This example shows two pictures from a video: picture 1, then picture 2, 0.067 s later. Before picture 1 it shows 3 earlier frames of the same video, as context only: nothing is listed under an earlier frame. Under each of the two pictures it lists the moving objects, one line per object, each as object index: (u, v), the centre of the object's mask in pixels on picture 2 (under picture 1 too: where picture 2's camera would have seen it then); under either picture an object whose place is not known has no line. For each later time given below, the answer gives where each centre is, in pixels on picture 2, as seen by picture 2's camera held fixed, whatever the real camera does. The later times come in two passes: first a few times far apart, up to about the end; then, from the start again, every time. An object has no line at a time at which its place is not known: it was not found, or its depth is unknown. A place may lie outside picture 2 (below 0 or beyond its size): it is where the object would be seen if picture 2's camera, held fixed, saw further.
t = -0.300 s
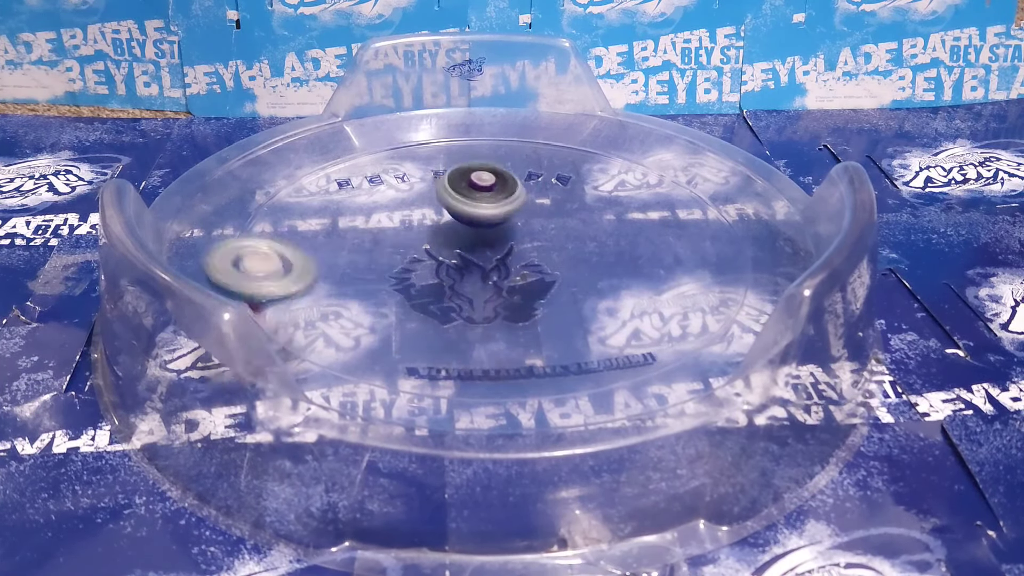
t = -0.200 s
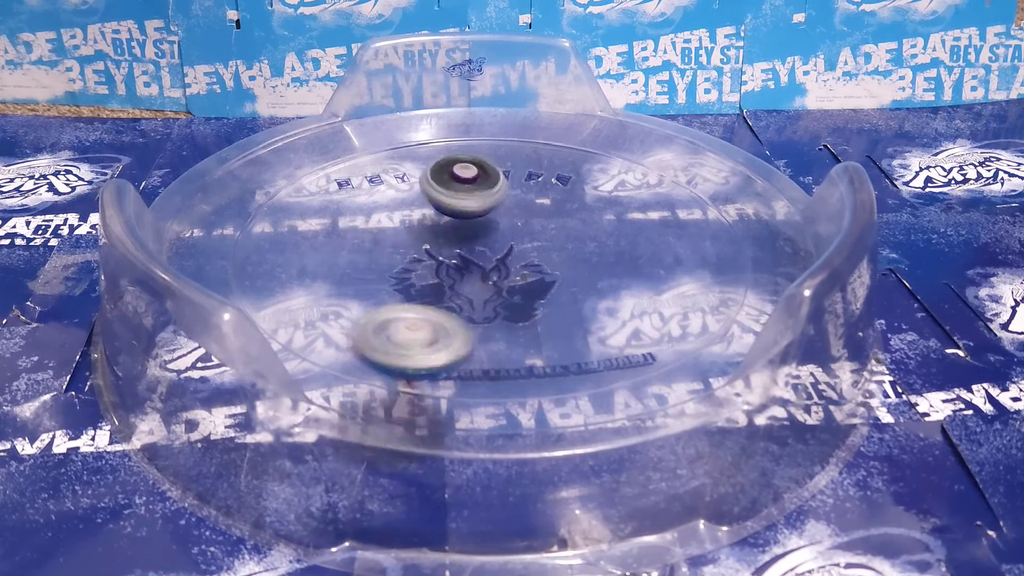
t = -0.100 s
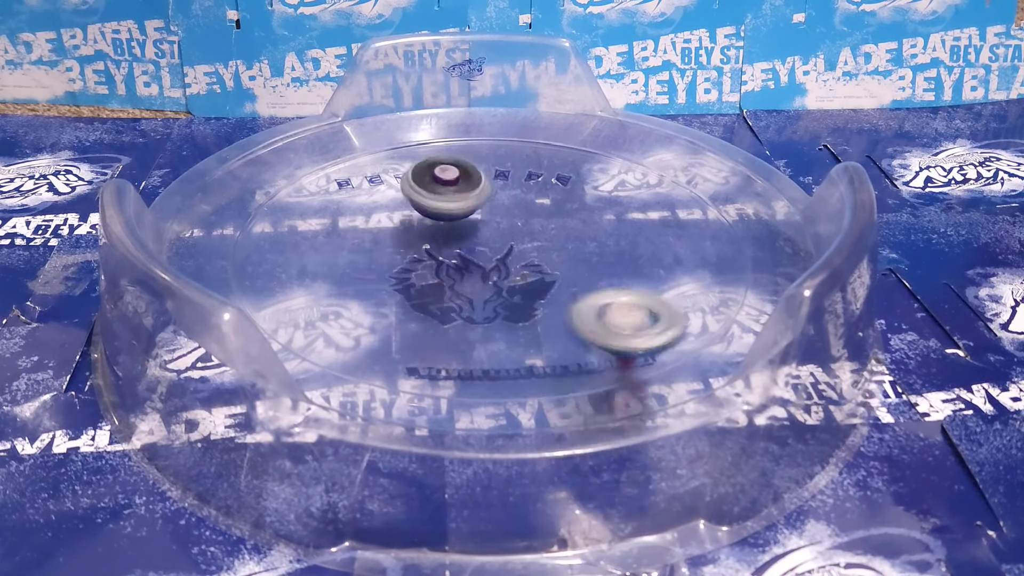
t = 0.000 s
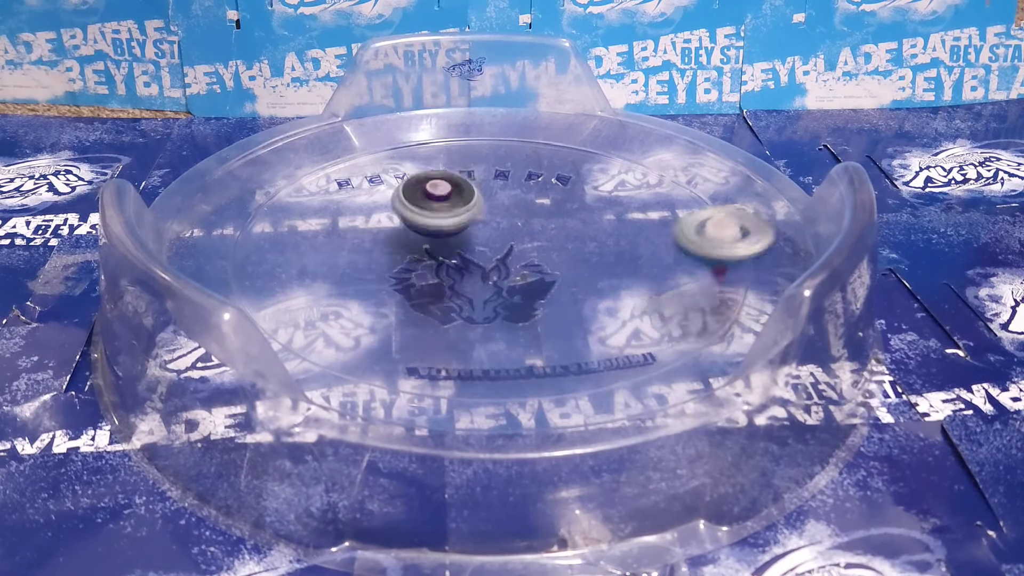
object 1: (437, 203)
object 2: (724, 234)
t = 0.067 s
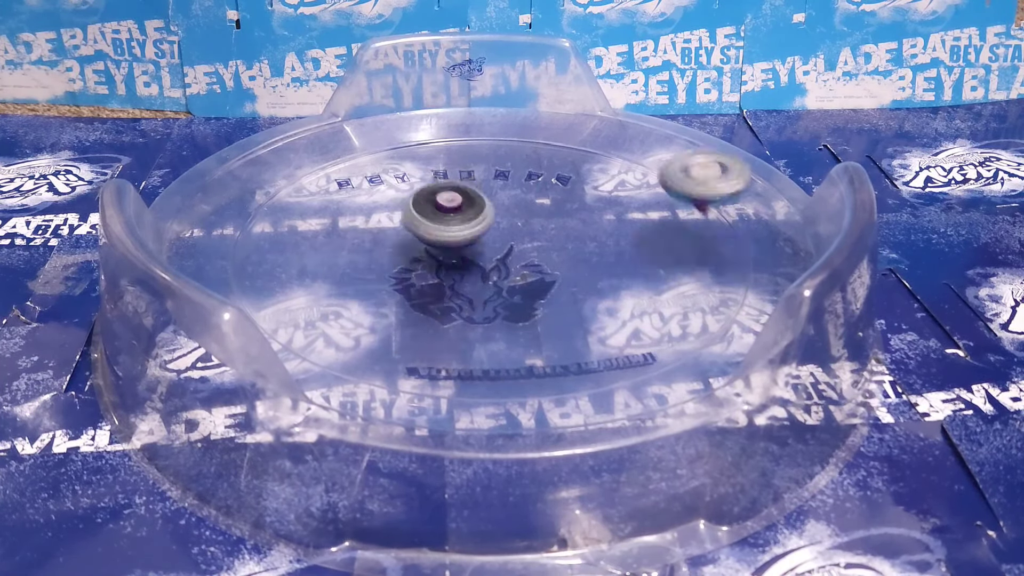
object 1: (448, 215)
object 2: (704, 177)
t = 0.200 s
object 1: (495, 228)
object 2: (536, 117)
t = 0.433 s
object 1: (565, 222)
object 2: (271, 201)
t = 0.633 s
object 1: (568, 202)
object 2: (504, 331)
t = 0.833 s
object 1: (523, 218)
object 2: (734, 204)
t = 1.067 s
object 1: (530, 255)
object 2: (468, 125)
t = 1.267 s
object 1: (580, 270)
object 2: (300, 238)
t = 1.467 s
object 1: (608, 252)
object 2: (578, 339)
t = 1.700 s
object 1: (537, 251)
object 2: (696, 187)
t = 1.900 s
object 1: (490, 272)
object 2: (463, 160)
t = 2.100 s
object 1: (504, 300)
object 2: (310, 269)
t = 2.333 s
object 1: (529, 285)
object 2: (620, 320)
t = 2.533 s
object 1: (480, 271)
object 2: (617, 196)
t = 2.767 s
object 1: (443, 280)
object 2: (327, 190)
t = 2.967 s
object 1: (455, 272)
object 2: (376, 314)
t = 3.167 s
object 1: (440, 257)
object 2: (631, 270)
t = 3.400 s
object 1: (437, 251)
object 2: (528, 161)
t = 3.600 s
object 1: (438, 237)
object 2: (345, 187)
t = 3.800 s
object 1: (436, 229)
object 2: (409, 295)
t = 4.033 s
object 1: (451, 231)
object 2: (649, 253)
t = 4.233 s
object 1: (461, 229)
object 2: (572, 161)
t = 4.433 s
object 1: (490, 225)
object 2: (390, 191)
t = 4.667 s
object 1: (500, 222)
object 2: (433, 308)
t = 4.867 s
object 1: (508, 227)
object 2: (655, 278)
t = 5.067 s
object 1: (536, 237)
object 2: (591, 189)
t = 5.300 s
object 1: (545, 237)
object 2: (378, 203)
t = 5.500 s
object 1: (532, 245)
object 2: (362, 297)
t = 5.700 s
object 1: (530, 253)
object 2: (587, 306)
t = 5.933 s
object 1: (466, 255)
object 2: (716, 185)
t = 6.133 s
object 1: (456, 281)
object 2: (614, 143)
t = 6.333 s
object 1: (506, 286)
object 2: (476, 217)
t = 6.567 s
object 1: (578, 363)
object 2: (387, 122)
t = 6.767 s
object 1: (616, 339)
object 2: (408, 252)
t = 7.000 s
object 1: (620, 267)
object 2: (455, 304)
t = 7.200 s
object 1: (550, 222)
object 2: (440, 322)
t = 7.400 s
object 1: (455, 205)
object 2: (461, 292)
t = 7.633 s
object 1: (374, 204)
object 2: (435, 259)
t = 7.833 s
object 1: (348, 196)
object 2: (571, 299)
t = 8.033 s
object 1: (381, 214)
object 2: (695, 290)
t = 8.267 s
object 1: (433, 227)
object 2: (676, 264)
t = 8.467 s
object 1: (469, 222)
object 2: (547, 259)
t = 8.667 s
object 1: (484, 196)
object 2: (479, 288)
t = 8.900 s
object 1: (502, 215)
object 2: (406, 291)
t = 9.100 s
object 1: (523, 224)
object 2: (407, 268)
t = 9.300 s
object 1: (569, 229)
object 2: (423, 233)
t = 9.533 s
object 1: (553, 241)
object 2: (462, 199)
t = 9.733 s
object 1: (558, 264)
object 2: (497, 191)
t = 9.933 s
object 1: (554, 265)
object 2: (535, 213)
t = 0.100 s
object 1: (457, 220)
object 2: (675, 152)
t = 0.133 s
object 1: (468, 224)
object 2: (632, 138)
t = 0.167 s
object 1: (481, 227)
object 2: (588, 124)
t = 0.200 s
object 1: (495, 228)
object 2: (536, 117)
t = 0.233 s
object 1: (506, 228)
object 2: (484, 115)
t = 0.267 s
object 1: (517, 229)
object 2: (434, 118)
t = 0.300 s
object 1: (528, 230)
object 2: (382, 126)
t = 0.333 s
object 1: (538, 229)
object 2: (340, 139)
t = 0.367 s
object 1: (548, 227)
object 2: (307, 154)
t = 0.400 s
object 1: (557, 225)
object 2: (282, 176)
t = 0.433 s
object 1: (565, 222)
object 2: (271, 201)
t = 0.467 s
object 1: (570, 218)
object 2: (271, 230)
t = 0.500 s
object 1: (574, 214)
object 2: (283, 254)
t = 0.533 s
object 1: (575, 210)
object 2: (315, 286)
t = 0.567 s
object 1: (574, 206)
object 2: (366, 311)
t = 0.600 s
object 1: (572, 203)
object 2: (431, 326)
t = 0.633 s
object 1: (568, 202)
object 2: (504, 331)
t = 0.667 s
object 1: (560, 201)
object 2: (576, 327)
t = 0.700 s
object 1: (551, 201)
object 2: (638, 312)
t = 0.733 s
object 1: (541, 203)
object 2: (690, 288)
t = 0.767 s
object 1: (534, 207)
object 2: (723, 261)
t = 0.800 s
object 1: (527, 212)
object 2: (737, 230)
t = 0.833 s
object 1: (523, 218)
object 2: (734, 204)
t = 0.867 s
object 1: (520, 225)
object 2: (708, 181)
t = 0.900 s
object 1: (520, 231)
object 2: (678, 159)
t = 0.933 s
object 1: (522, 236)
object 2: (640, 143)
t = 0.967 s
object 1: (525, 241)
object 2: (598, 130)
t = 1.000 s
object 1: (525, 247)
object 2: (556, 122)
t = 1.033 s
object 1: (526, 250)
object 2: (512, 121)
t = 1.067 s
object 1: (530, 255)
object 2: (468, 125)
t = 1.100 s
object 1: (537, 259)
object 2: (423, 133)
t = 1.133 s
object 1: (545, 263)
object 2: (383, 145)
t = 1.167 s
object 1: (551, 265)
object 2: (353, 162)
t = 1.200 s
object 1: (560, 268)
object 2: (325, 184)
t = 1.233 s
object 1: (570, 270)
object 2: (305, 210)
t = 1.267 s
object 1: (580, 270)
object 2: (300, 238)
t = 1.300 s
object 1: (590, 269)
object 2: (312, 268)
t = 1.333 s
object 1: (599, 268)
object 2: (341, 298)
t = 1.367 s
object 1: (604, 264)
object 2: (390, 322)
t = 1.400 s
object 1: (609, 260)
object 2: (449, 335)
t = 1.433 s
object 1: (611, 255)
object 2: (513, 341)
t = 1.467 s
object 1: (608, 252)
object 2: (578, 339)
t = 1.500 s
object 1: (600, 248)
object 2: (639, 329)
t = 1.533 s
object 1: (590, 247)
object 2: (689, 306)
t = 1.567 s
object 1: (579, 246)
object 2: (720, 282)
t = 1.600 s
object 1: (568, 245)
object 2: (735, 255)
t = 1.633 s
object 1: (556, 246)
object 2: (734, 228)
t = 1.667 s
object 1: (545, 250)
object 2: (721, 206)
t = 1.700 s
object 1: (537, 251)
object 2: (696, 187)
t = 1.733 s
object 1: (528, 253)
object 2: (664, 173)
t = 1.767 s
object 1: (518, 255)
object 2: (625, 161)
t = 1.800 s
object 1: (508, 259)
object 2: (580, 153)
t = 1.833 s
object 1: (499, 264)
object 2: (537, 150)
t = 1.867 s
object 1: (495, 267)
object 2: (504, 154)
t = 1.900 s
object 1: (490, 272)
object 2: (463, 160)
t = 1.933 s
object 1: (488, 279)
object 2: (422, 168)
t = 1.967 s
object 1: (488, 282)
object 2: (384, 181)
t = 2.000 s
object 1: (490, 290)
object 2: (349, 198)
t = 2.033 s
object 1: (493, 294)
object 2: (323, 219)
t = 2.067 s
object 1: (497, 298)
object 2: (309, 242)
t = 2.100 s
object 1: (504, 300)
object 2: (310, 269)
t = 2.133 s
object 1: (511, 302)
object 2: (329, 294)
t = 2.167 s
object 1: (519, 301)
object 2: (363, 317)
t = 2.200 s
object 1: (526, 300)
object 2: (410, 334)
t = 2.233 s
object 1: (533, 295)
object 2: (465, 341)
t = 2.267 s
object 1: (535, 287)
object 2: (522, 340)
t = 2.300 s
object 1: (531, 285)
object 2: (574, 334)
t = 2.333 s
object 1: (529, 285)
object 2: (620, 320)
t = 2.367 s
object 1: (525, 281)
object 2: (652, 302)
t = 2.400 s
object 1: (517, 279)
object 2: (671, 280)
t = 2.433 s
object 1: (508, 275)
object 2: (676, 254)
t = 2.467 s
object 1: (498, 271)
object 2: (664, 229)
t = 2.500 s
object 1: (487, 272)
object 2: (642, 209)
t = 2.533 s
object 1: (480, 271)
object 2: (617, 196)
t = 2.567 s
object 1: (470, 271)
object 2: (579, 180)
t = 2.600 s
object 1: (461, 271)
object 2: (537, 171)
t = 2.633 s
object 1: (453, 273)
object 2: (494, 165)
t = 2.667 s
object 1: (446, 275)
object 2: (447, 164)
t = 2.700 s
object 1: (443, 277)
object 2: (401, 169)
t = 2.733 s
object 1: (442, 279)
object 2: (361, 177)
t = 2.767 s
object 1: (443, 280)
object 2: (327, 190)
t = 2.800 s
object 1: (446, 280)
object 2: (300, 209)
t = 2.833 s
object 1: (448, 279)
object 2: (287, 229)
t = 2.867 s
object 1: (450, 278)
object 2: (286, 252)
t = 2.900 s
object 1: (453, 276)
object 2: (302, 276)
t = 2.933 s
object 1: (454, 275)
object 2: (333, 299)
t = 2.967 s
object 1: (455, 272)
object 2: (376, 314)
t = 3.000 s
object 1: (455, 267)
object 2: (430, 321)
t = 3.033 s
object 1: (452, 266)
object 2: (484, 322)
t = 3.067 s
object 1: (451, 264)
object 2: (540, 317)
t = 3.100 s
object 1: (448, 262)
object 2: (583, 305)
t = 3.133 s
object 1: (444, 261)
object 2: (613, 290)
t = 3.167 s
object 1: (440, 257)
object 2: (631, 270)
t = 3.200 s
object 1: (437, 256)
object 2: (636, 248)
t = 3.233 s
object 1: (436, 255)
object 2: (635, 233)
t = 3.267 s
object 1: (436, 255)
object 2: (626, 215)
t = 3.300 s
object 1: (436, 253)
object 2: (608, 197)
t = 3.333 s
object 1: (437, 252)
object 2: (585, 182)
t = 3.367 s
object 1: (437, 251)
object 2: (558, 169)
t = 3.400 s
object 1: (437, 251)
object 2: (528, 161)
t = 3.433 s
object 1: (437, 249)
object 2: (496, 153)
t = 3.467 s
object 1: (438, 248)
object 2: (460, 153)
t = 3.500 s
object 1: (439, 244)
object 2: (428, 156)
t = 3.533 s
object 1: (439, 241)
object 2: (395, 162)
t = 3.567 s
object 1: (439, 238)
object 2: (367, 173)
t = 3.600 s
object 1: (438, 237)
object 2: (345, 187)
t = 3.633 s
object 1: (437, 236)
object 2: (330, 204)
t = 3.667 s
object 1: (436, 236)
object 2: (325, 223)
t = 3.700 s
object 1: (435, 235)
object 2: (328, 242)
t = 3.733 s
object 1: (434, 232)
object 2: (346, 263)
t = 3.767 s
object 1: (435, 230)
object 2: (372, 281)
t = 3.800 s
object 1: (436, 229)
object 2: (409, 295)
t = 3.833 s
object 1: (436, 230)
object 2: (450, 303)
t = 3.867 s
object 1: (438, 231)
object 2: (494, 307)
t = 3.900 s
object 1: (440, 232)
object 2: (527, 306)
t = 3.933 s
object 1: (443, 232)
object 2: (569, 299)
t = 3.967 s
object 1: (445, 232)
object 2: (604, 288)
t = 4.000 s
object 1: (449, 232)
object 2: (632, 272)
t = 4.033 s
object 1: (451, 231)
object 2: (649, 253)
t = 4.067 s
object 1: (453, 231)
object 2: (657, 233)
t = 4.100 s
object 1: (453, 230)
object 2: (655, 214)
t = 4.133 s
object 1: (451, 229)
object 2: (643, 198)
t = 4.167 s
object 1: (454, 228)
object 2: (626, 183)
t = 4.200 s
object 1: (459, 229)
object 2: (602, 171)
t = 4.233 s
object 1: (461, 229)
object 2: (572, 161)
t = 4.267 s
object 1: (464, 230)
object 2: (542, 157)
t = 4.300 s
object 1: (468, 230)
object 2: (508, 157)
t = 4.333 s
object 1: (473, 228)
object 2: (475, 160)
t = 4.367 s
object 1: (478, 227)
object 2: (442, 166)
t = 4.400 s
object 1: (485, 226)
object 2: (413, 177)
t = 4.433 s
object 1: (490, 225)
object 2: (390, 191)
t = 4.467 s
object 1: (494, 224)
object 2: (372, 208)
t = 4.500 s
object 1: (497, 224)
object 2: (361, 226)
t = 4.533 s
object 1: (499, 223)
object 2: (360, 245)
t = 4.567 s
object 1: (501, 222)
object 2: (366, 264)
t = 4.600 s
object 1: (501, 222)
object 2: (377, 279)
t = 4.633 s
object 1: (501, 222)
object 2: (402, 295)
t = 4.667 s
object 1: (500, 222)
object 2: (433, 308)
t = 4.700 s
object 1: (499, 222)
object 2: (473, 316)
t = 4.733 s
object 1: (498, 223)
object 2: (514, 319)
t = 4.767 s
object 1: (499, 224)
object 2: (558, 316)
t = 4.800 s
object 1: (499, 224)
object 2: (598, 308)
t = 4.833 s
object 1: (503, 223)
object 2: (631, 295)
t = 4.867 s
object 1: (508, 227)
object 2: (655, 278)
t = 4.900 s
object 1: (514, 231)
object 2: (667, 261)
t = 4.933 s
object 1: (519, 234)
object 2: (670, 242)
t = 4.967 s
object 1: (523, 235)
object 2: (660, 226)
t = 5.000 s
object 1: (527, 236)
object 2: (644, 212)
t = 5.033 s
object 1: (531, 237)
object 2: (619, 198)
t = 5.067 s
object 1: (536, 237)
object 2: (591, 189)
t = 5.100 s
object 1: (541, 236)
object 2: (560, 181)
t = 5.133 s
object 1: (543, 235)
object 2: (527, 178)
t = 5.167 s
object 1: (544, 235)
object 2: (494, 178)
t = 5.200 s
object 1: (545, 238)
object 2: (459, 181)
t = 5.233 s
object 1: (544, 237)
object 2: (428, 186)
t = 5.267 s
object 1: (545, 236)
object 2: (405, 192)
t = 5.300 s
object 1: (545, 237)
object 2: (378, 203)
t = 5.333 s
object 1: (544, 238)
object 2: (356, 214)
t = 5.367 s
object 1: (543, 239)
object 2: (340, 229)
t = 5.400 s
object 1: (541, 240)
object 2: (331, 245)
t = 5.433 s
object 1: (539, 241)
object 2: (331, 263)
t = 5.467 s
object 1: (535, 243)
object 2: (340, 280)
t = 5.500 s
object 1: (532, 245)
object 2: (362, 297)
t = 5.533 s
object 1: (529, 247)
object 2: (392, 311)
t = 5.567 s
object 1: (528, 247)
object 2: (431, 319)
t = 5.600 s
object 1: (528, 249)
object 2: (474, 323)
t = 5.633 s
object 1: (529, 250)
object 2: (515, 321)
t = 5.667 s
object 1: (530, 251)
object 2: (556, 314)
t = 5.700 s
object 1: (530, 253)
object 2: (587, 306)
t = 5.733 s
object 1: (530, 254)
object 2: (611, 290)
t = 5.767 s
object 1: (530, 258)
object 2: (626, 274)
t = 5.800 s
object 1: (528, 258)
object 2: (636, 250)
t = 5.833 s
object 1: (510, 255)
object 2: (673, 225)
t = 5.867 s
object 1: (491, 254)
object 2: (708, 220)
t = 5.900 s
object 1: (477, 255)
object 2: (722, 197)
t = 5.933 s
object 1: (466, 255)
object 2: (716, 185)
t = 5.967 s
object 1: (461, 254)
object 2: (701, 178)
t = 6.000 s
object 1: (454, 257)
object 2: (684, 168)
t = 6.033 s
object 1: (450, 261)
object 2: (671, 159)
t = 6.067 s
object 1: (449, 269)
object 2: (657, 151)
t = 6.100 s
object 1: (450, 277)
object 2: (638, 144)
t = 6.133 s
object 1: (456, 281)
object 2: (614, 143)
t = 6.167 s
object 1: (463, 285)
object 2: (591, 147)
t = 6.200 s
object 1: (474, 288)
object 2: (566, 154)
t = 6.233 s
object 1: (485, 289)
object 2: (538, 168)
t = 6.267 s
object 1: (494, 290)
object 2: (514, 181)
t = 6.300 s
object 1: (502, 288)
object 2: (493, 198)
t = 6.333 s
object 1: (506, 286)
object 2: (476, 217)
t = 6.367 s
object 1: (508, 285)
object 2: (467, 234)
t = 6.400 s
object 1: (520, 303)
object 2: (453, 184)
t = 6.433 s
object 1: (532, 321)
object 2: (438, 146)
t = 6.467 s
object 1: (544, 336)
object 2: (421, 116)
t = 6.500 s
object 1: (557, 350)
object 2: (404, 92)
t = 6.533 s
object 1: (568, 357)
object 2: (396, 97)
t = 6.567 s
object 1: (578, 363)
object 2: (387, 122)
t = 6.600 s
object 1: (589, 365)
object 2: (383, 163)
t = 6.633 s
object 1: (594, 364)
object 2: (382, 171)
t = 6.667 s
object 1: (601, 360)
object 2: (385, 196)
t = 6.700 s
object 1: (607, 353)
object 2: (390, 216)
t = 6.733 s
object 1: (613, 345)
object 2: (399, 235)
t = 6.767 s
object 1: (616, 339)
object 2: (408, 252)
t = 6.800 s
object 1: (617, 330)
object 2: (421, 265)
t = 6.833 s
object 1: (616, 320)
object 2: (439, 277)
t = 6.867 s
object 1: (612, 311)
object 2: (459, 287)
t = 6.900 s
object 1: (607, 302)
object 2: (481, 295)
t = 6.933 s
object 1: (608, 291)
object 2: (492, 299)
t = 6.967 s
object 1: (618, 278)
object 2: (471, 304)
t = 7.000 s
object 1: (620, 267)
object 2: (455, 304)
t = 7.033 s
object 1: (617, 257)
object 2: (448, 305)
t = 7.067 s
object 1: (609, 248)
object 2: (441, 309)
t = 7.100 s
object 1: (596, 241)
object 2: (437, 314)
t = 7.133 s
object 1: (582, 234)
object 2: (434, 317)
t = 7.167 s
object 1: (567, 228)
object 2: (435, 319)
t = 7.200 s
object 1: (550, 222)
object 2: (440, 322)
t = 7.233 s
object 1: (533, 218)
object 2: (447, 322)
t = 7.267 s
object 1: (517, 213)
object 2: (454, 318)
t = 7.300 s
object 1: (500, 210)
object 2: (460, 314)
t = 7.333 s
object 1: (488, 208)
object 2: (464, 307)
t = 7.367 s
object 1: (471, 206)
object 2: (464, 301)
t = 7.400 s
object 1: (455, 205)
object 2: (461, 292)
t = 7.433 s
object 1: (440, 206)
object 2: (455, 280)
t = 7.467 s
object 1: (426, 207)
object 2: (448, 270)
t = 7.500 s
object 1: (412, 207)
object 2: (441, 260)
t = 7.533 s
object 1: (399, 204)
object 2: (437, 259)
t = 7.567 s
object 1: (389, 201)
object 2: (437, 259)
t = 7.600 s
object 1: (381, 201)
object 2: (437, 258)
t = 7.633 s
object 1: (374, 204)
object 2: (435, 259)
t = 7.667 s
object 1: (371, 208)
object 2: (439, 259)
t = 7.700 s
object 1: (370, 213)
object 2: (441, 258)
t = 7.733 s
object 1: (368, 215)
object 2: (457, 265)
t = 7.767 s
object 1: (356, 204)
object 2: (499, 285)
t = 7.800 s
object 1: (349, 199)
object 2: (540, 294)
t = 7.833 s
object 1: (348, 196)
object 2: (571, 299)
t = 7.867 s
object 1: (350, 197)
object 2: (593, 298)
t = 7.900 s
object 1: (355, 199)
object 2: (615, 296)
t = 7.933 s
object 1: (360, 203)
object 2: (638, 296)
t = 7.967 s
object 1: (367, 207)
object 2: (660, 293)
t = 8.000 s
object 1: (375, 211)
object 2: (681, 291)
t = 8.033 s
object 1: (381, 214)
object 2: (695, 290)
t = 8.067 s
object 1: (389, 217)
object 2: (713, 288)
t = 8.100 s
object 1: (397, 220)
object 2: (715, 279)
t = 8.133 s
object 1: (406, 223)
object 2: (708, 276)
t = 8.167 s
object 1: (415, 225)
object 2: (705, 272)
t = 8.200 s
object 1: (422, 226)
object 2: (700, 269)
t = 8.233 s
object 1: (429, 227)
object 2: (689, 269)
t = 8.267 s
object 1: (433, 227)
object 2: (676, 264)
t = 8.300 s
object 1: (436, 227)
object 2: (657, 263)
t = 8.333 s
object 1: (441, 226)
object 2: (635, 260)
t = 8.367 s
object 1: (447, 227)
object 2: (616, 261)
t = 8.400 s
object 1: (454, 227)
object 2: (593, 260)
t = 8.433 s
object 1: (461, 225)
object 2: (568, 259)
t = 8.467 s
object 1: (469, 222)
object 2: (547, 259)
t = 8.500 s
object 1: (474, 217)
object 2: (531, 263)
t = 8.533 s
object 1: (476, 206)
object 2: (528, 273)
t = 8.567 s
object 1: (478, 200)
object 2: (522, 280)
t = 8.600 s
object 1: (480, 197)
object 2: (507, 284)
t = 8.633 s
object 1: (482, 196)
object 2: (491, 287)
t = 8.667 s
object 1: (484, 196)
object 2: (479, 288)
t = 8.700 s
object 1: (486, 197)
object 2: (465, 291)
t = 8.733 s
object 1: (488, 198)
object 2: (455, 292)
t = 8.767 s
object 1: (490, 201)
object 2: (443, 294)
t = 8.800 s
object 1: (493, 204)
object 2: (431, 295)
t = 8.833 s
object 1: (496, 208)
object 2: (420, 294)
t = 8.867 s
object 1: (498, 211)
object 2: (411, 293)
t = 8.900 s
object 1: (502, 215)
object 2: (406, 291)
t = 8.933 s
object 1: (505, 218)
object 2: (403, 290)
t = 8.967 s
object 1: (506, 220)
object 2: (401, 288)
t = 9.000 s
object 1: (508, 222)
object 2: (401, 285)
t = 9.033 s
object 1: (511, 223)
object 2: (401, 280)
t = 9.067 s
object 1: (516, 223)
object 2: (404, 275)
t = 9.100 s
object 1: (523, 224)
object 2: (407, 268)
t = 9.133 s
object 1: (532, 226)
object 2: (409, 263)
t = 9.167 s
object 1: (542, 226)
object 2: (411, 256)
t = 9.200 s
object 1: (550, 228)
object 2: (413, 250)
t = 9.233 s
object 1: (558, 229)
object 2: (417, 244)
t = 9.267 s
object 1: (565, 229)
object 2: (417, 237)
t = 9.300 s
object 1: (569, 229)
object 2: (423, 233)
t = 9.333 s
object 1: (569, 229)
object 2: (428, 226)
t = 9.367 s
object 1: (569, 231)
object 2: (433, 222)
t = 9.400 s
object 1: (567, 232)
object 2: (438, 217)
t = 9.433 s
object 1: (564, 234)
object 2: (444, 212)
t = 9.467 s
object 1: (560, 236)
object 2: (450, 207)
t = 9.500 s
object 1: (556, 238)
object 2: (456, 203)
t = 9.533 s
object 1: (553, 241)
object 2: (462, 199)
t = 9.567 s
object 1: (550, 243)
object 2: (468, 195)
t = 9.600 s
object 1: (549, 247)
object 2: (475, 193)
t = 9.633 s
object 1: (550, 250)
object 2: (480, 190)
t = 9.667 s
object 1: (552, 255)
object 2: (487, 190)
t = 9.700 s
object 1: (556, 260)
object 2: (493, 189)
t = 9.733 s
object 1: (558, 264)
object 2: (497, 191)
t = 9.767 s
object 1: (560, 267)
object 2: (505, 193)
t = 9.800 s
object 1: (562, 268)
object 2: (510, 197)
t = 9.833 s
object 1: (564, 269)
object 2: (517, 200)
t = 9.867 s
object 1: (562, 268)
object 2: (522, 205)
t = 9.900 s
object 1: (559, 267)
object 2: (530, 210)
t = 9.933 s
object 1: (554, 265)
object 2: (535, 213)
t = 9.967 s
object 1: (548, 270)
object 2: (547, 205)
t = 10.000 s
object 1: (538, 286)
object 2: (551, 184)
